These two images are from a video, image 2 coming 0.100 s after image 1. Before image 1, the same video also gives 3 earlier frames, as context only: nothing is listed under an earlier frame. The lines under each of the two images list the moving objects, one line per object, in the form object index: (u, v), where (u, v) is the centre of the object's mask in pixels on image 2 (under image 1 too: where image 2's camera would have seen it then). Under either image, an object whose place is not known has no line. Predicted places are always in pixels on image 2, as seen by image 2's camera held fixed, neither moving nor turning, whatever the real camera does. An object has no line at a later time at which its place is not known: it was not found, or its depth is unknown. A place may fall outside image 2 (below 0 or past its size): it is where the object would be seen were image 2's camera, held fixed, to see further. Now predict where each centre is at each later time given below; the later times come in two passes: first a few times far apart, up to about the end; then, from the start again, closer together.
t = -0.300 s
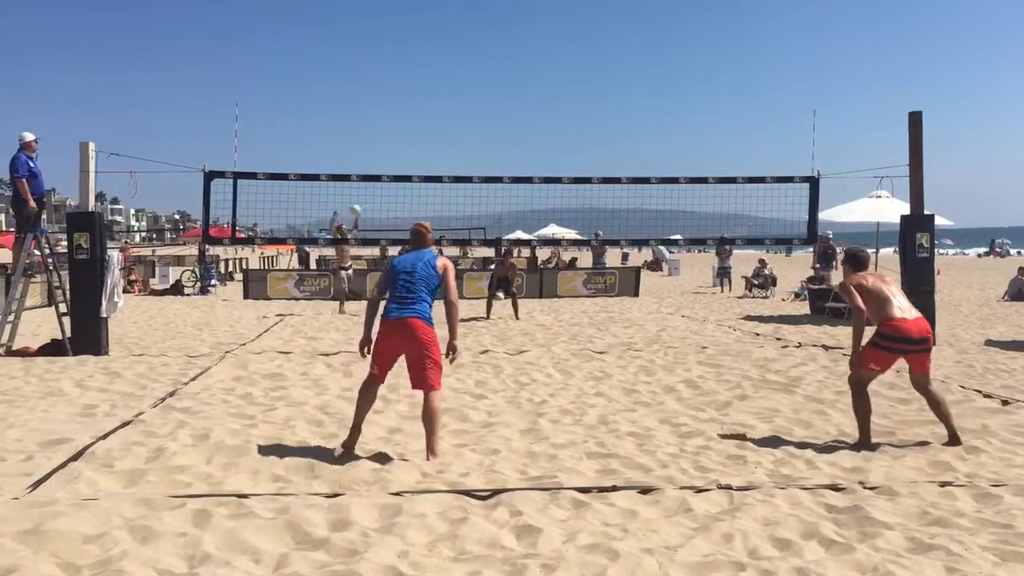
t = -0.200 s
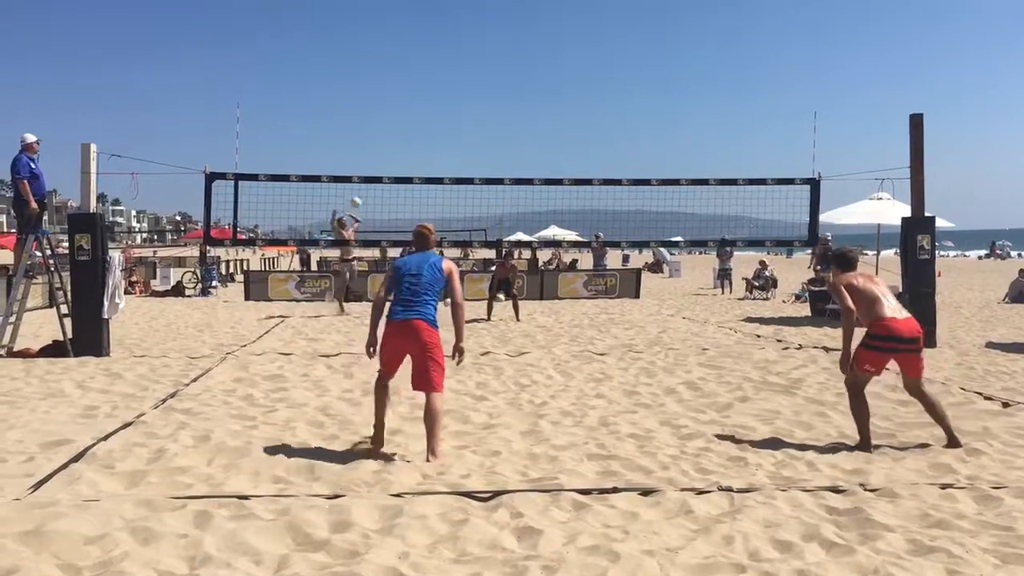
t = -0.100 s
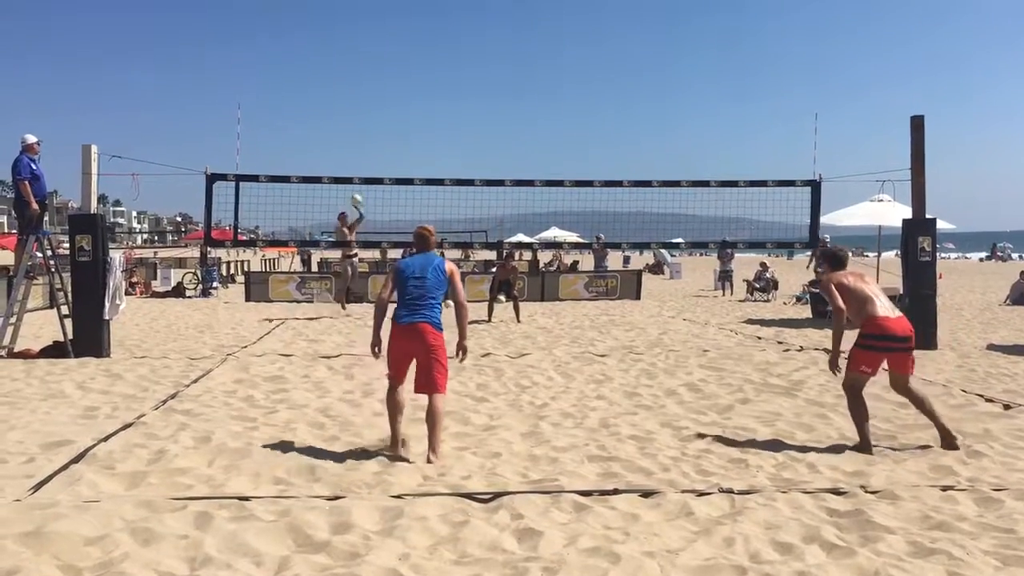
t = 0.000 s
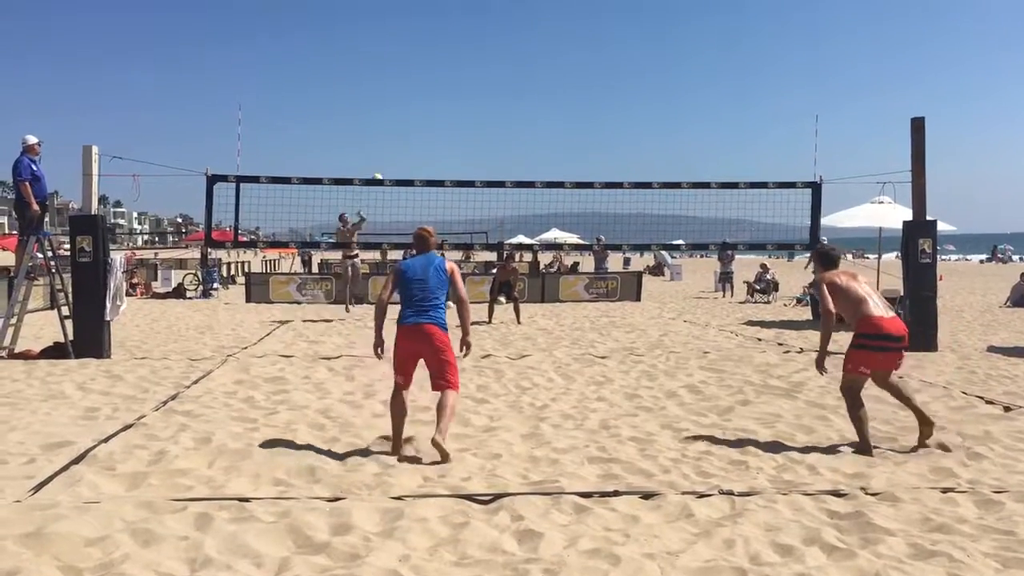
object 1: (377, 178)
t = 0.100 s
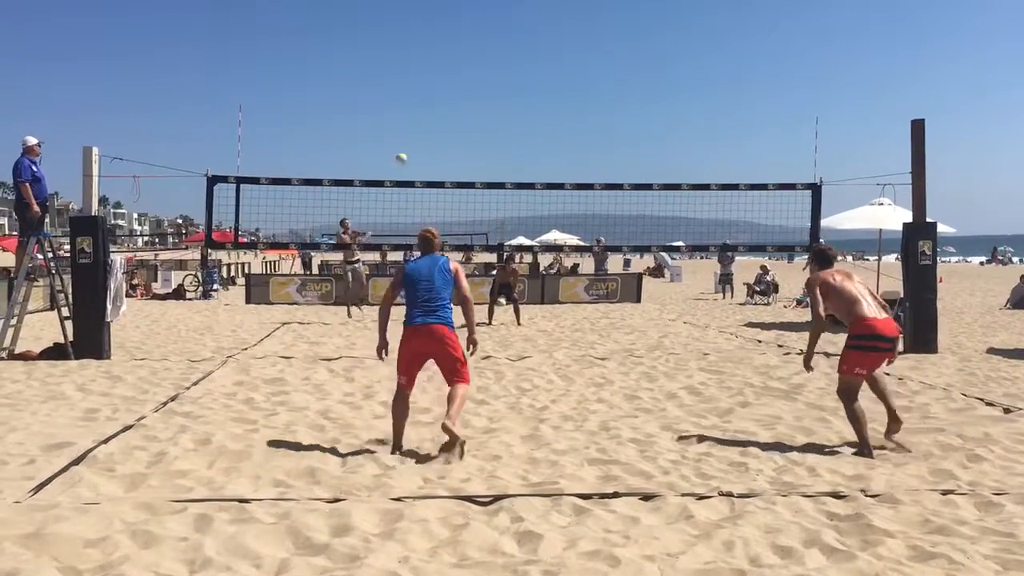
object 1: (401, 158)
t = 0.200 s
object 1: (428, 139)
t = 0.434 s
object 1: (506, 110)
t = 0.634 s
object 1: (595, 110)
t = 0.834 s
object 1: (710, 142)
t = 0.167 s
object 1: (418, 145)
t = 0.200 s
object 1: (428, 139)
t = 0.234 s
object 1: (438, 133)
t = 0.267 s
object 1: (448, 128)
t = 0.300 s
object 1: (458, 123)
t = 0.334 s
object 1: (470, 119)
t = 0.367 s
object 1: (482, 116)
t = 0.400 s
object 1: (494, 112)
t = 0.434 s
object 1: (506, 110)
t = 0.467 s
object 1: (520, 109)
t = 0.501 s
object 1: (533, 107)
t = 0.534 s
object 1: (548, 107)
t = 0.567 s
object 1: (563, 107)
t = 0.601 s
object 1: (578, 108)
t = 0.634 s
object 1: (595, 110)
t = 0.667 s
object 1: (612, 112)
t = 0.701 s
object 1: (630, 116)
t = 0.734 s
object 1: (649, 121)
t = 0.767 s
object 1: (668, 127)
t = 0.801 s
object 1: (688, 134)
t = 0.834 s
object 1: (710, 142)
